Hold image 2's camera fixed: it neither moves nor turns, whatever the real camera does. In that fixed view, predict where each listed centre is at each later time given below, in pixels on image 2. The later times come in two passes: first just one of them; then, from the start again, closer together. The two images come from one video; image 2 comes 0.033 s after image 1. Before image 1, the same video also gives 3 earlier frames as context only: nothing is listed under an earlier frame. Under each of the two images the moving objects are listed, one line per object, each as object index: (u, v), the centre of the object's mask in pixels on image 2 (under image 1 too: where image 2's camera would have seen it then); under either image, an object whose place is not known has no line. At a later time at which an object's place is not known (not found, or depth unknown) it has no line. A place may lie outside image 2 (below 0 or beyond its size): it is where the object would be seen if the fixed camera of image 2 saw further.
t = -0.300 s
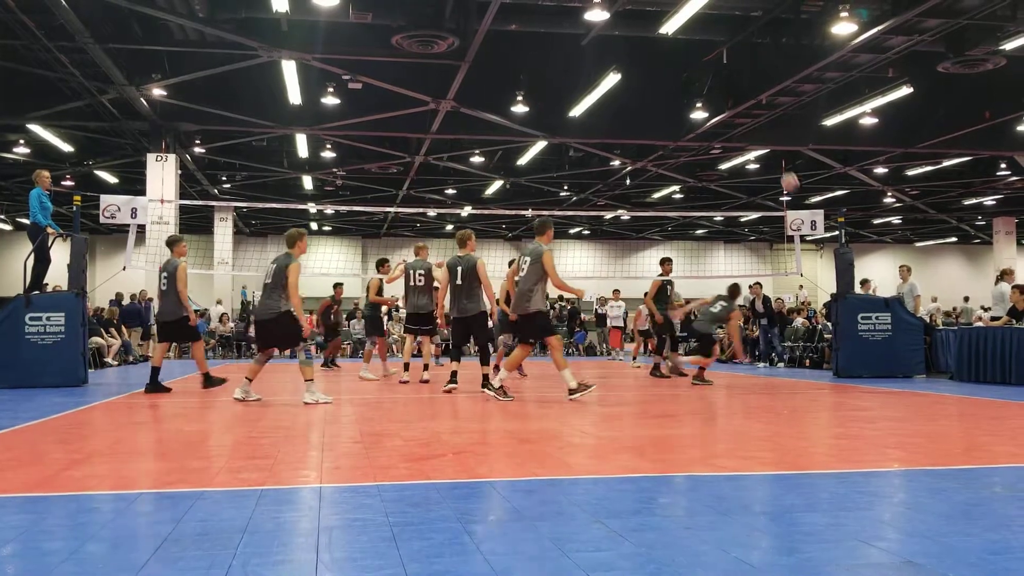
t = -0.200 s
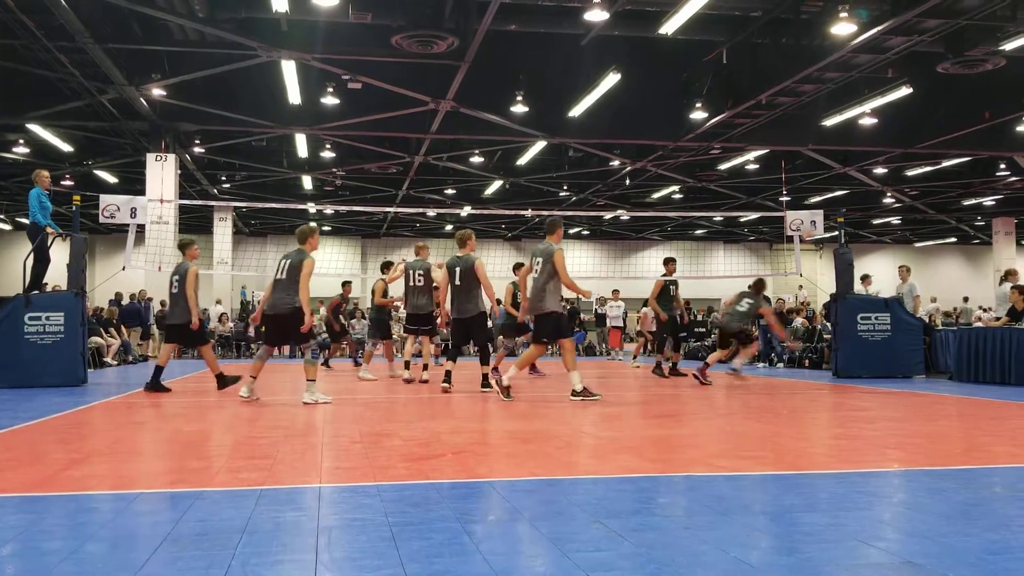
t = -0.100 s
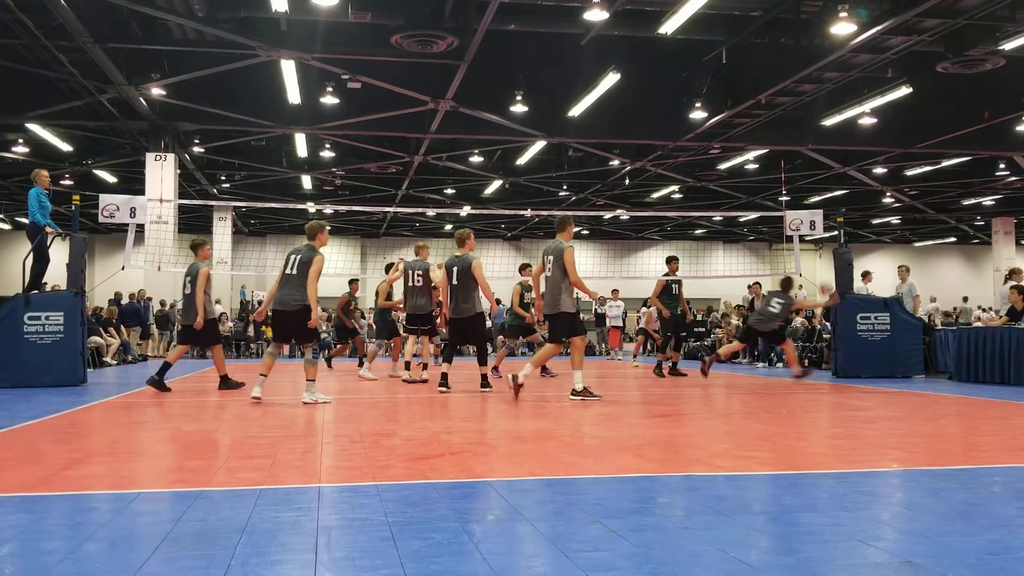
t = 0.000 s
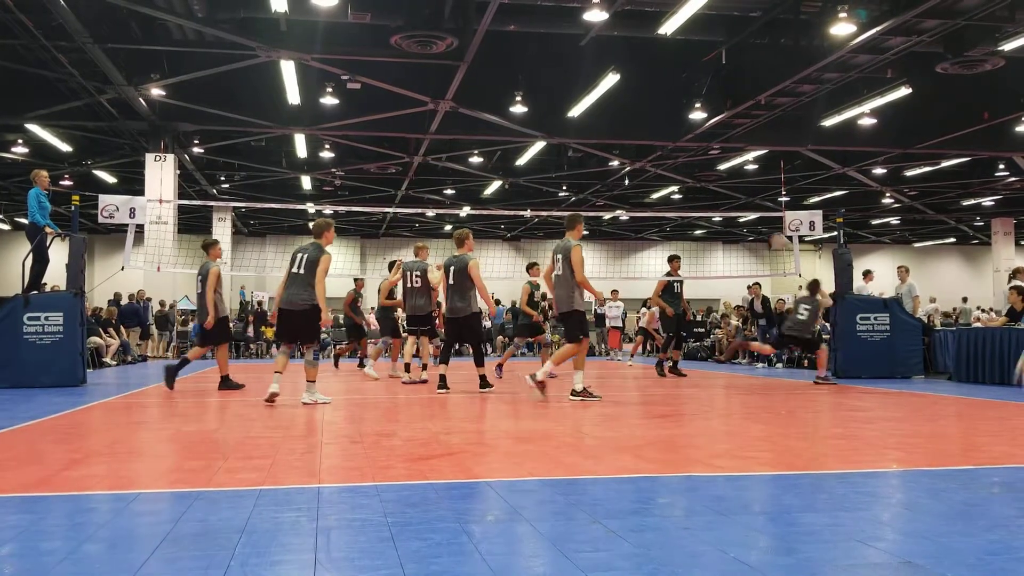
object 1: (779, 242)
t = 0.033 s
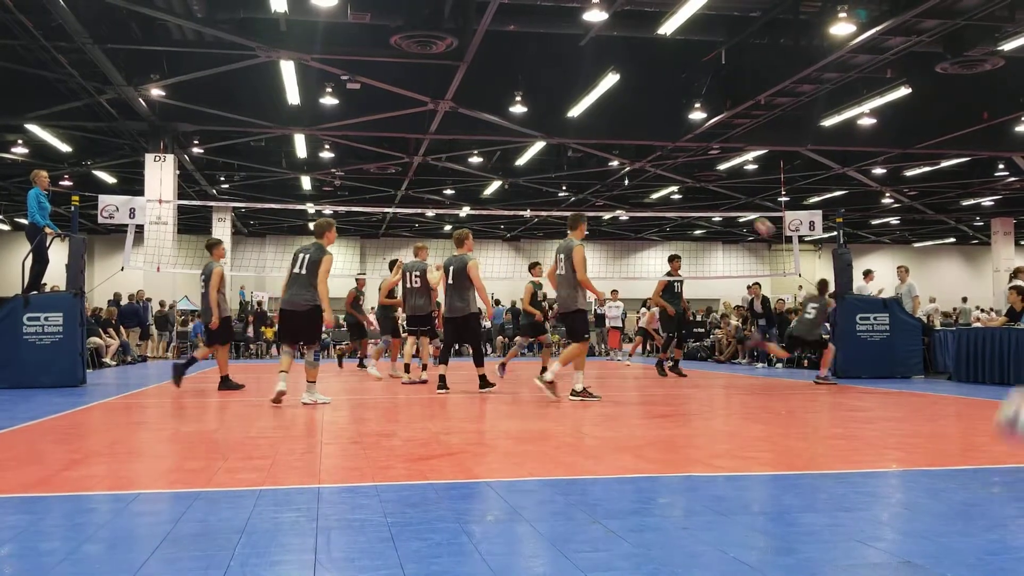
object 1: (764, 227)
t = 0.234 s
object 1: (674, 156)
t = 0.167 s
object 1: (703, 175)
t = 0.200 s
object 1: (689, 165)
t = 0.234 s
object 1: (674, 156)
